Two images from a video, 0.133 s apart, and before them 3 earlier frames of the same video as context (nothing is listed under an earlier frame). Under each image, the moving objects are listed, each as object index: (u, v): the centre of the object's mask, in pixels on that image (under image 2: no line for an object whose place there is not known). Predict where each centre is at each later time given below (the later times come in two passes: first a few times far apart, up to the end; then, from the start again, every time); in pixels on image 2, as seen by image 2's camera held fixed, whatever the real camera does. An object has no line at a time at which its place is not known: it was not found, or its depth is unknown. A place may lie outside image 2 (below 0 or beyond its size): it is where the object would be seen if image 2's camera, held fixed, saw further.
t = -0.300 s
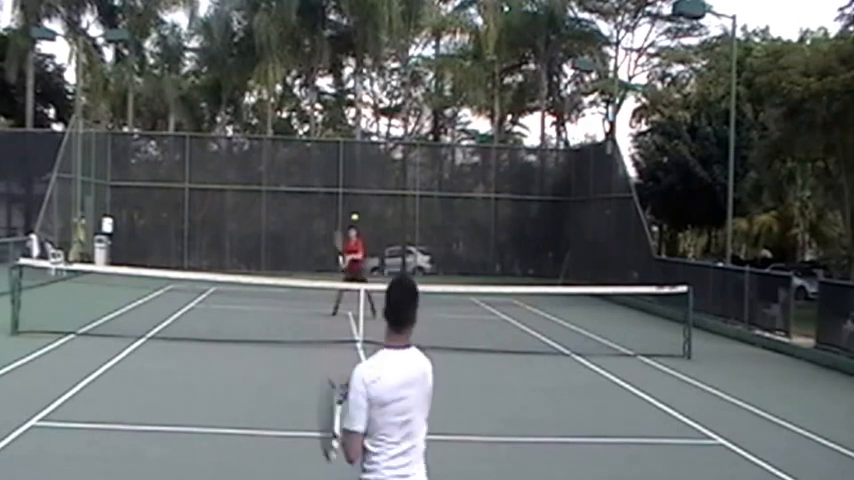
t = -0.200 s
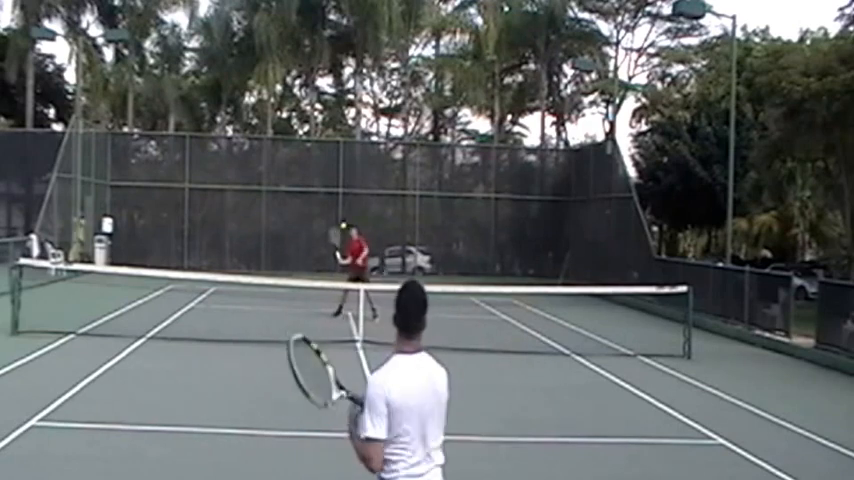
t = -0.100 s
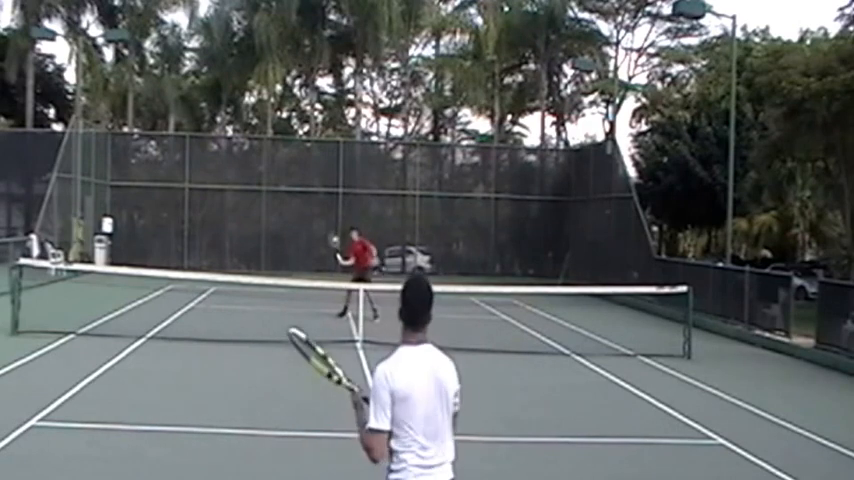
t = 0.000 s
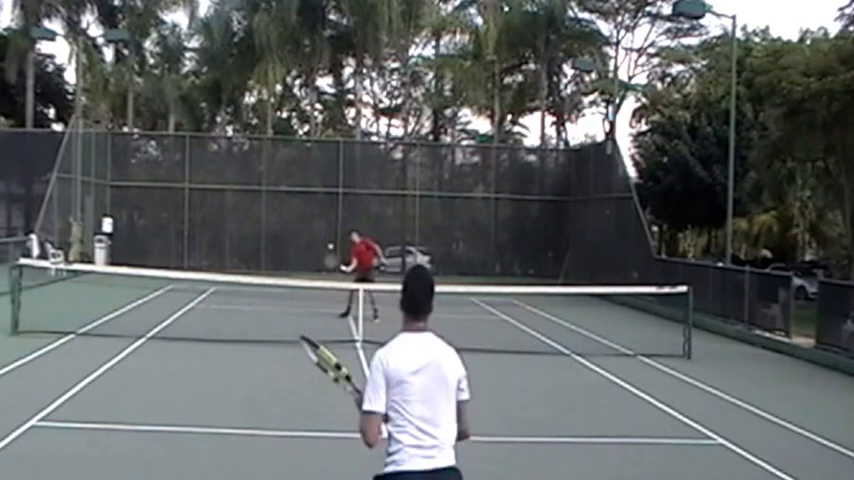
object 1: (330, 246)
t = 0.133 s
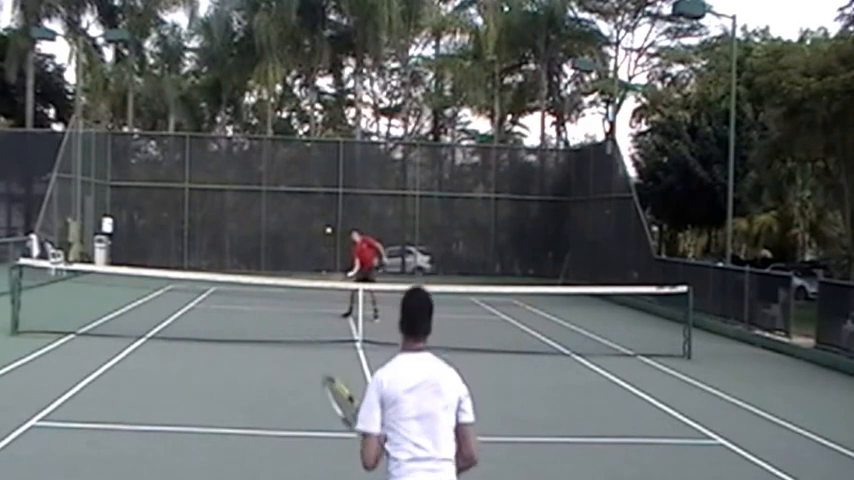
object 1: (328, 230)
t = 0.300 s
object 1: (324, 221)
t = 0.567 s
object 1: (311, 251)
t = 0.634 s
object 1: (308, 272)
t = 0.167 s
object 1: (327, 227)
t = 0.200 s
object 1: (327, 225)
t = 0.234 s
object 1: (326, 223)
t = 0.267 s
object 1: (325, 221)
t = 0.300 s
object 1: (324, 221)
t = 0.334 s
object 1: (323, 221)
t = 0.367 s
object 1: (322, 222)
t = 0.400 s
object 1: (320, 224)
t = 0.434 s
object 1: (318, 226)
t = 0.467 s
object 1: (317, 230)
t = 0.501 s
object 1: (315, 236)
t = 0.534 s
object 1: (313, 242)
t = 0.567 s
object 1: (311, 251)
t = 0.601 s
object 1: (310, 260)
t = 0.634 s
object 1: (308, 272)
